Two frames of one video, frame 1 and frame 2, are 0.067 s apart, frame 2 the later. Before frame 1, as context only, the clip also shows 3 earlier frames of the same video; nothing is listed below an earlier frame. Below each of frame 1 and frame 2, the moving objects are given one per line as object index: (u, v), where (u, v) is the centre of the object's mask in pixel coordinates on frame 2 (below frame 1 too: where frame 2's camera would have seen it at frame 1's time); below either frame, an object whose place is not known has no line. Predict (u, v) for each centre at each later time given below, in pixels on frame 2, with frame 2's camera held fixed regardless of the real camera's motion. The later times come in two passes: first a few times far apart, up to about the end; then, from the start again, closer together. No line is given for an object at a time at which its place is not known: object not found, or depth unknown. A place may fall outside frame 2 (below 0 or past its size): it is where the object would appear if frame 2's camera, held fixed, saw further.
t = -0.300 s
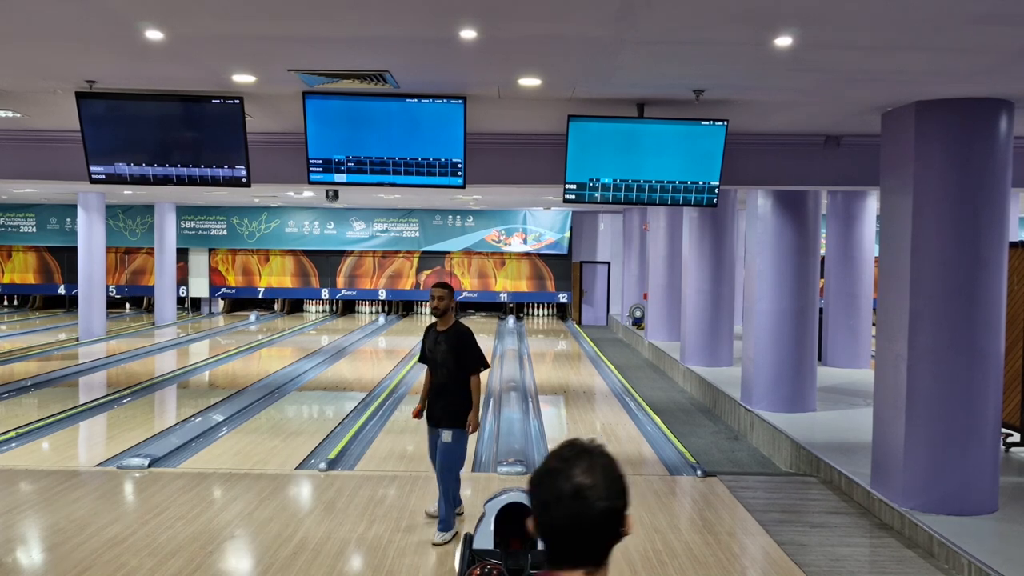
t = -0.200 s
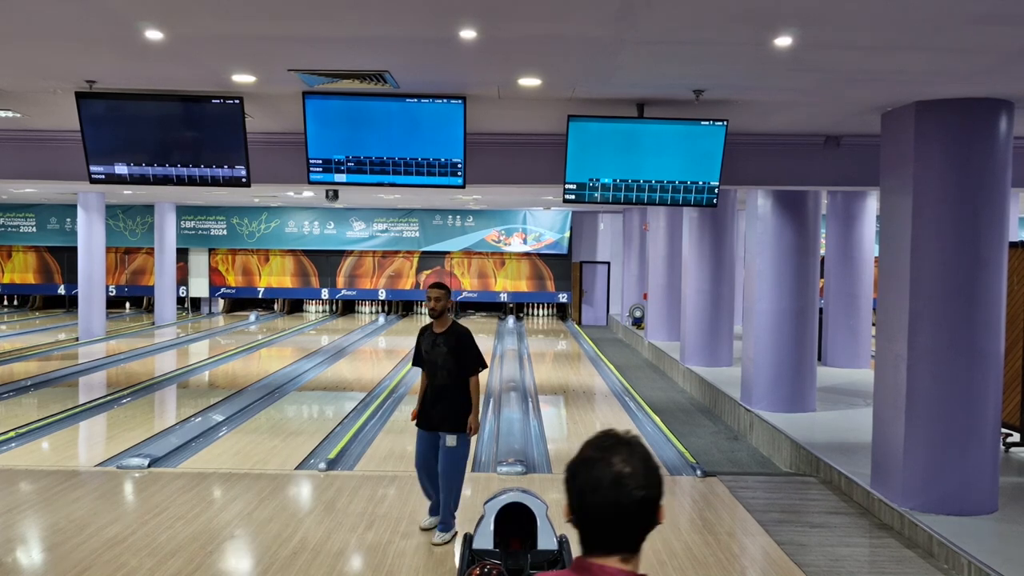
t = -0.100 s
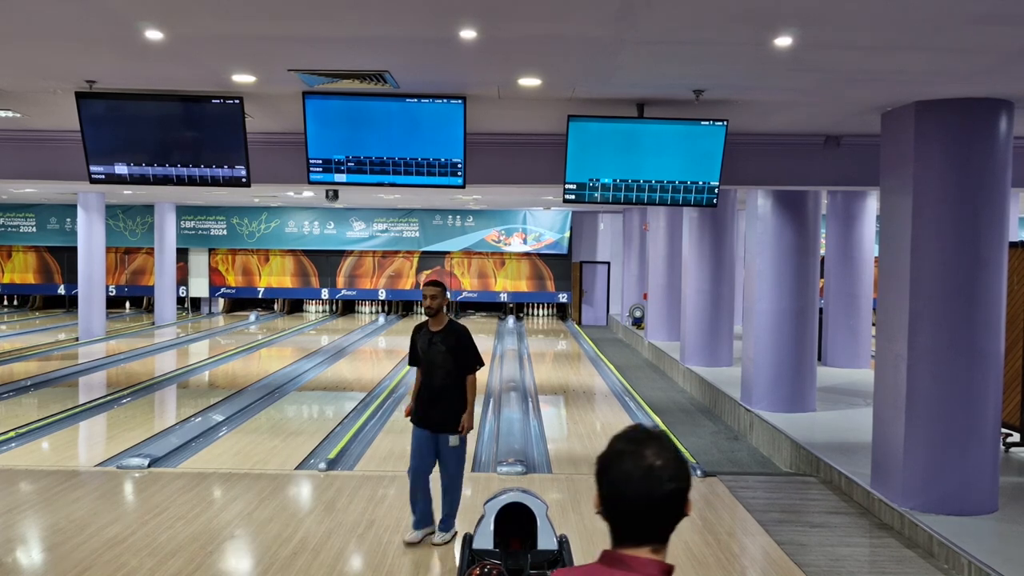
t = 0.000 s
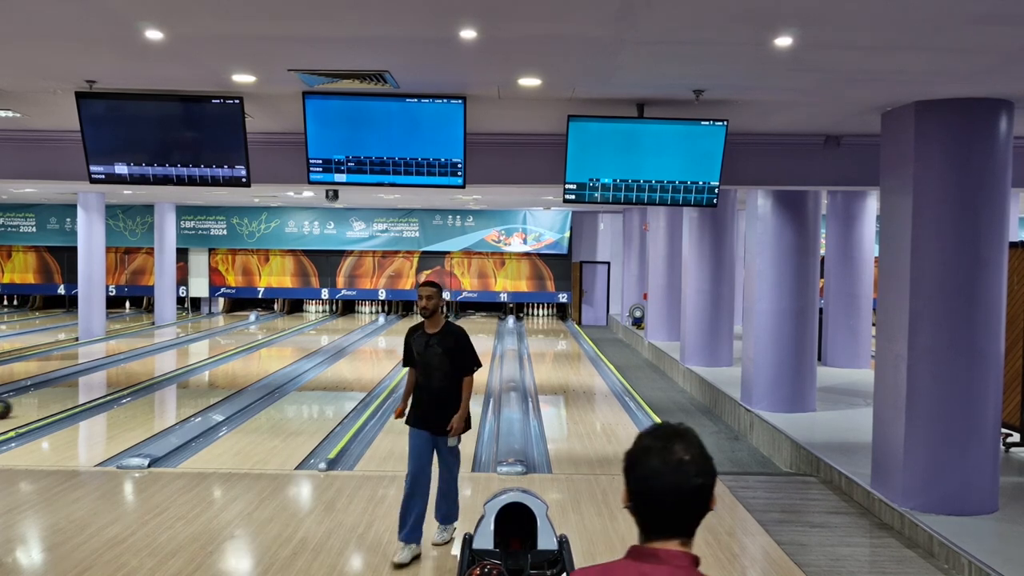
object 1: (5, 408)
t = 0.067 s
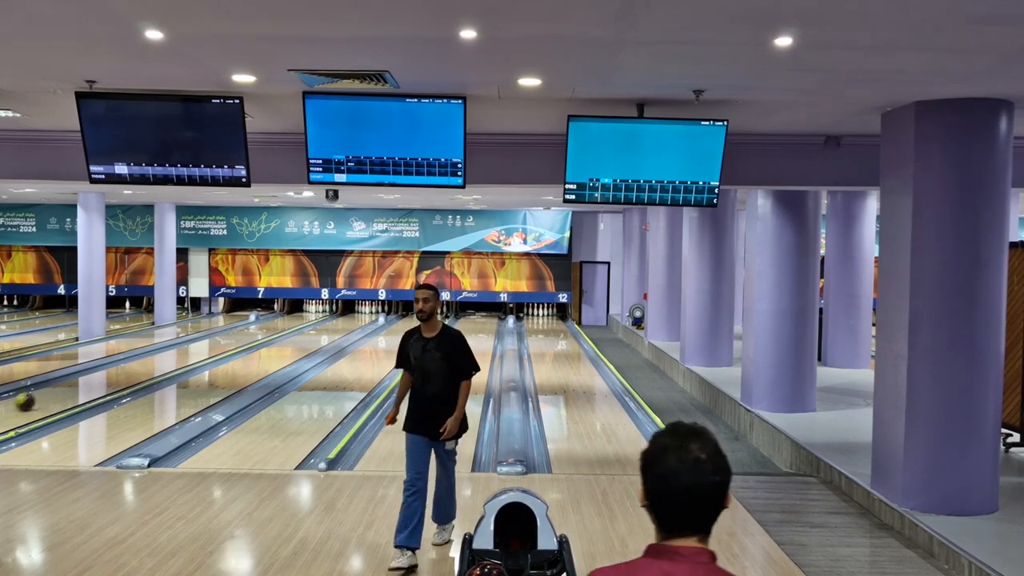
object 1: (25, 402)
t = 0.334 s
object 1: (101, 378)
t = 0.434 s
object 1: (124, 371)
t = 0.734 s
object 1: (179, 354)
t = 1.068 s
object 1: (223, 341)
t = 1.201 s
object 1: (237, 336)
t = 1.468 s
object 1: (260, 329)
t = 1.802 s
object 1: (285, 320)
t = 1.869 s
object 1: (289, 319)
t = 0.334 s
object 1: (101, 378)
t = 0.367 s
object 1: (109, 376)
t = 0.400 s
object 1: (116, 374)
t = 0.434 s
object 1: (124, 371)
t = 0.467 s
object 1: (130, 369)
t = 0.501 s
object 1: (137, 367)
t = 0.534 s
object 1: (144, 365)
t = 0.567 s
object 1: (150, 363)
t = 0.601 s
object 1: (156, 361)
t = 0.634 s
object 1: (162, 359)
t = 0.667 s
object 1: (167, 357)
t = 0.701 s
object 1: (173, 356)
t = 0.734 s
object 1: (179, 354)
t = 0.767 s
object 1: (183, 353)
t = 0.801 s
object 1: (188, 351)
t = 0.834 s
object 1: (193, 350)
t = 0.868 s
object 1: (197, 348)
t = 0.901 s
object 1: (202, 347)
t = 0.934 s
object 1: (206, 345)
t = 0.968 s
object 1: (211, 344)
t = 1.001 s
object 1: (214, 343)
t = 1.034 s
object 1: (218, 342)
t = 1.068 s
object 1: (223, 341)
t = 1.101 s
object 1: (226, 339)
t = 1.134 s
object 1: (230, 338)
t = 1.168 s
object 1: (233, 337)
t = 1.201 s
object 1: (237, 336)
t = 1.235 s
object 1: (240, 334)
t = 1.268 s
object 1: (243, 333)
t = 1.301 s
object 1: (246, 333)
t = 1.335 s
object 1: (249, 331)
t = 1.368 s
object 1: (252, 331)
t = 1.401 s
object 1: (255, 329)
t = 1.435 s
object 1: (259, 329)
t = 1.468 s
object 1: (260, 329)
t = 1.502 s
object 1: (264, 328)
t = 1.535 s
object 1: (266, 326)
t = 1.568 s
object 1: (269, 326)
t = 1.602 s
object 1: (271, 324)
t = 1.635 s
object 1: (274, 324)
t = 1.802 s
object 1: (285, 320)
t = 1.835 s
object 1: (288, 320)
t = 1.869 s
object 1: (289, 319)
